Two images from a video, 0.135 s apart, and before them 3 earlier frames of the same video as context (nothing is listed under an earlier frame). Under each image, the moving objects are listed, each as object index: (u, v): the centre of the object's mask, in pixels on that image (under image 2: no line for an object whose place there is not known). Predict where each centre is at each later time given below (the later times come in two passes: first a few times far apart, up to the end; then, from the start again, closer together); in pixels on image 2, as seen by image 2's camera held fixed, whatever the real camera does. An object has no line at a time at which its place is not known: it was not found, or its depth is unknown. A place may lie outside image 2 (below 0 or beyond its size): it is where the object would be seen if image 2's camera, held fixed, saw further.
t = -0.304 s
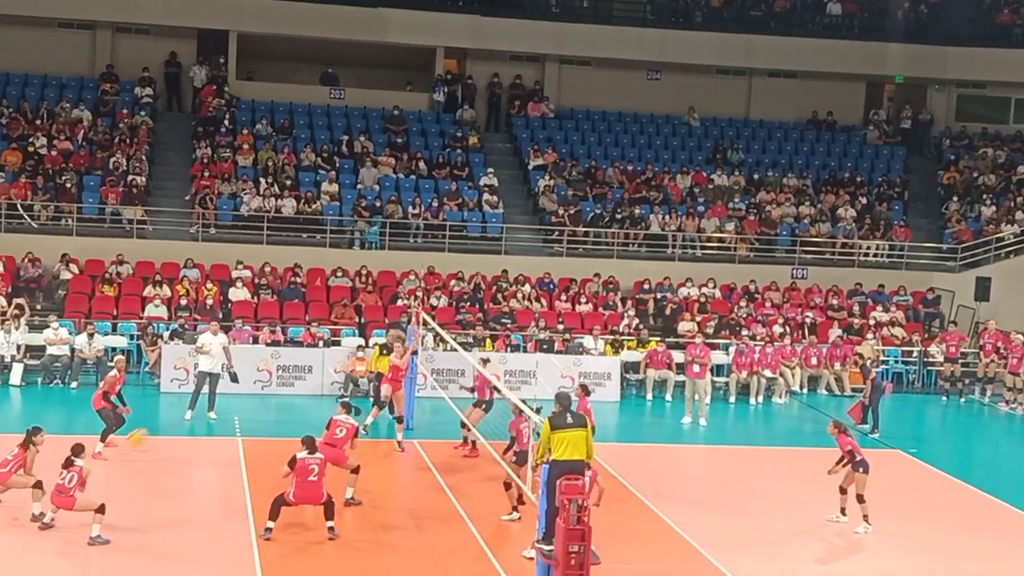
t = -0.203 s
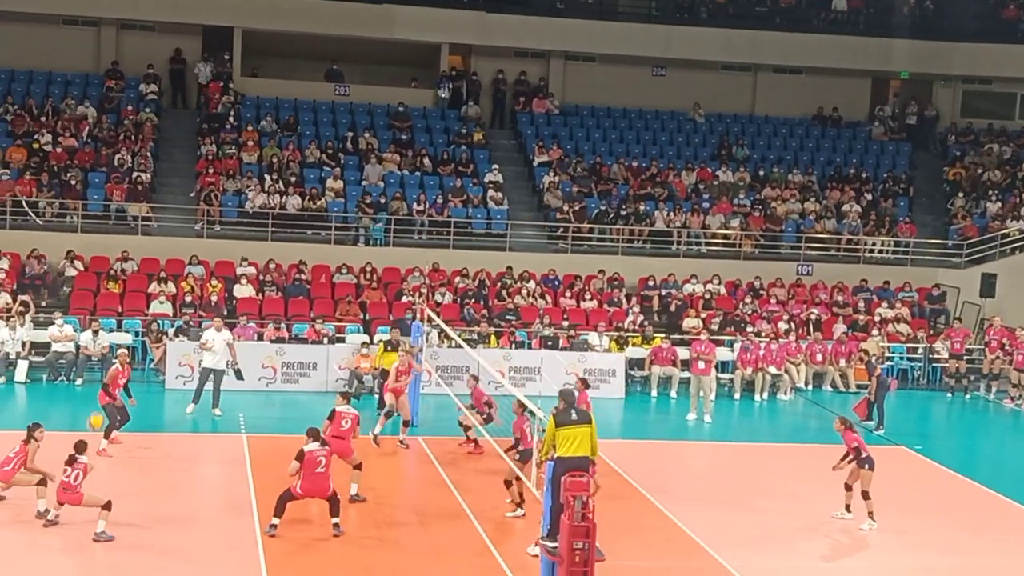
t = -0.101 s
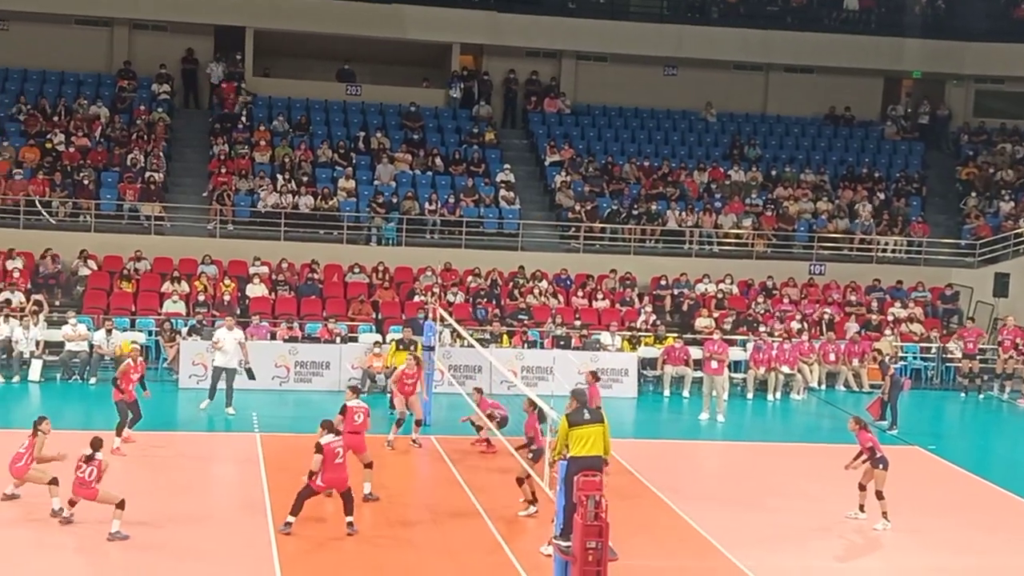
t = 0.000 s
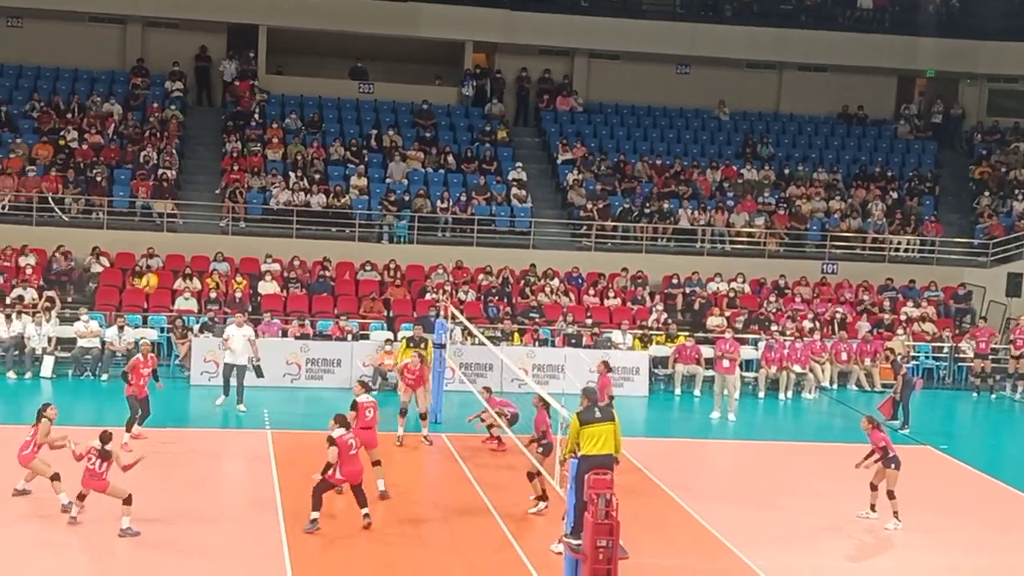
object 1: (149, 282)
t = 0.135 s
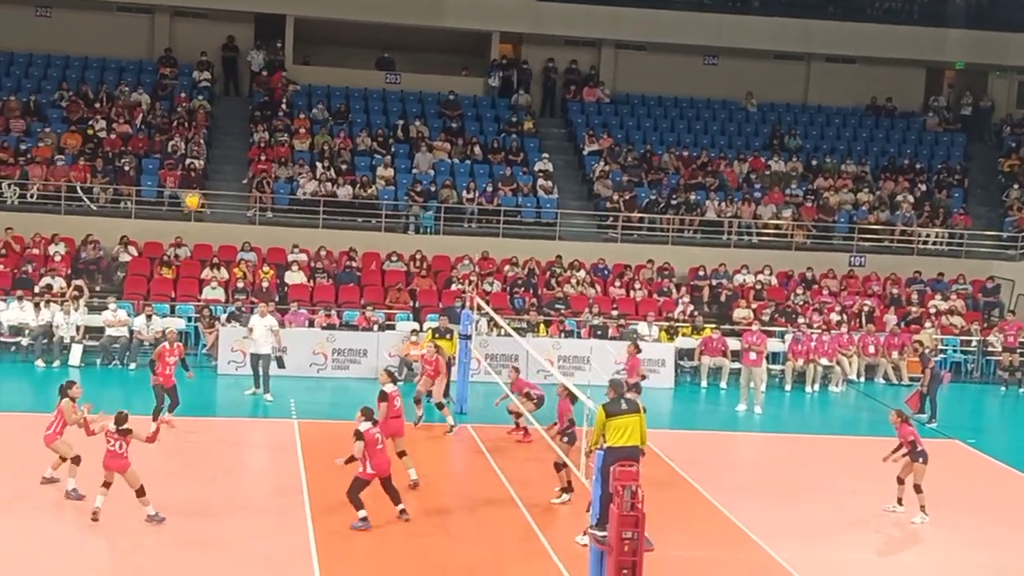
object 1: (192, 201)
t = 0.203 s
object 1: (200, 171)
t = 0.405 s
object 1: (220, 104)
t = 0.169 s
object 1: (196, 185)
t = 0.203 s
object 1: (200, 171)
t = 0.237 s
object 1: (204, 157)
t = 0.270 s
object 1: (207, 146)
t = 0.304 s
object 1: (211, 134)
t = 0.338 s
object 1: (214, 124)
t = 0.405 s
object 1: (220, 104)
